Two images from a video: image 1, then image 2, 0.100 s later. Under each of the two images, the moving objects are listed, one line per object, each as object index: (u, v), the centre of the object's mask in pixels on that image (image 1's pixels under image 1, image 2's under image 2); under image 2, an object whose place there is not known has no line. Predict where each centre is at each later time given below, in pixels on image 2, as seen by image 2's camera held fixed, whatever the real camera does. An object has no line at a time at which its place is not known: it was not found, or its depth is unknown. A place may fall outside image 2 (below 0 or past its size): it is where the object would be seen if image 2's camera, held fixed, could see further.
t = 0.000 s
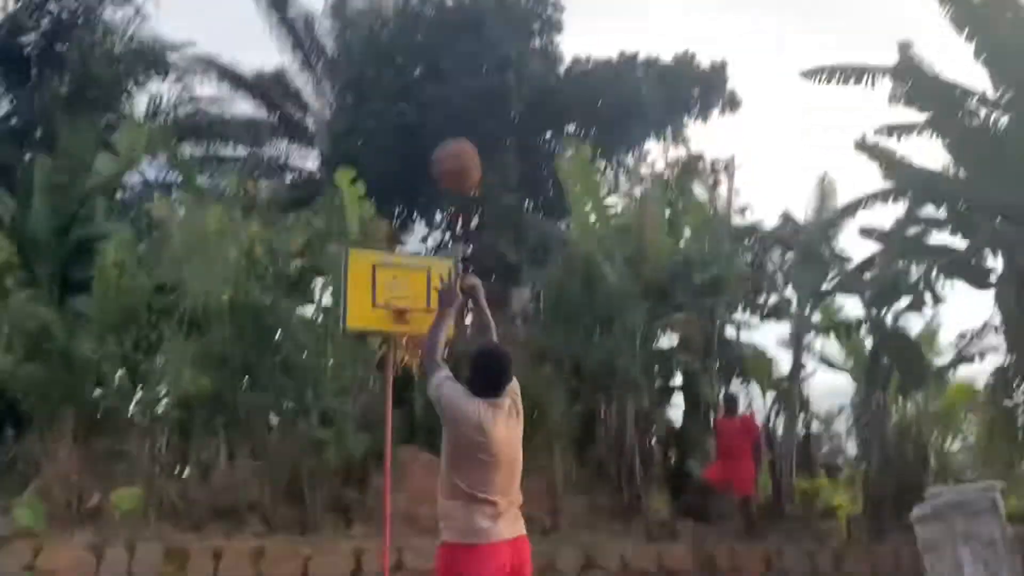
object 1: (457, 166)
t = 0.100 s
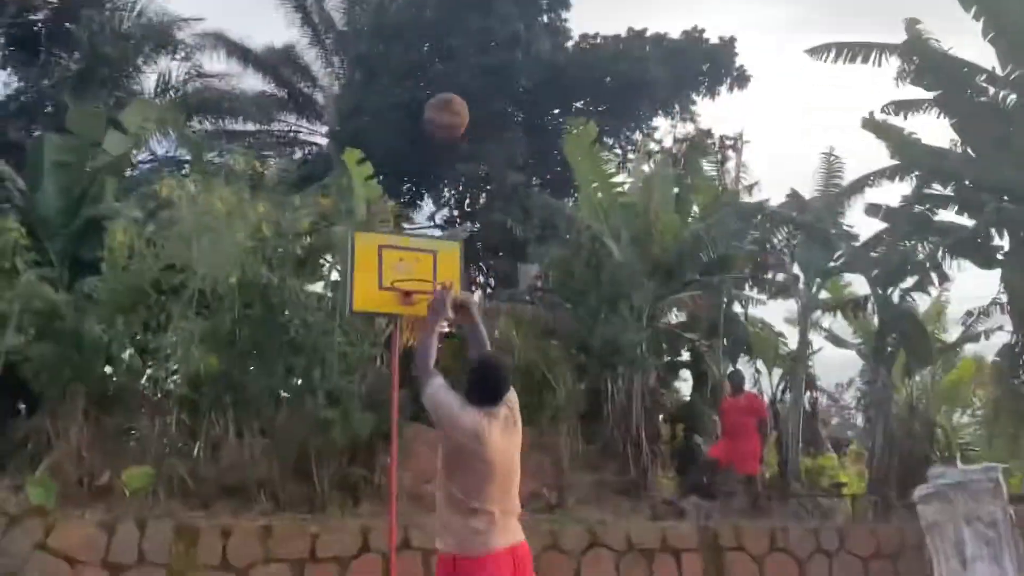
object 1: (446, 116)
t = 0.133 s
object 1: (441, 111)
